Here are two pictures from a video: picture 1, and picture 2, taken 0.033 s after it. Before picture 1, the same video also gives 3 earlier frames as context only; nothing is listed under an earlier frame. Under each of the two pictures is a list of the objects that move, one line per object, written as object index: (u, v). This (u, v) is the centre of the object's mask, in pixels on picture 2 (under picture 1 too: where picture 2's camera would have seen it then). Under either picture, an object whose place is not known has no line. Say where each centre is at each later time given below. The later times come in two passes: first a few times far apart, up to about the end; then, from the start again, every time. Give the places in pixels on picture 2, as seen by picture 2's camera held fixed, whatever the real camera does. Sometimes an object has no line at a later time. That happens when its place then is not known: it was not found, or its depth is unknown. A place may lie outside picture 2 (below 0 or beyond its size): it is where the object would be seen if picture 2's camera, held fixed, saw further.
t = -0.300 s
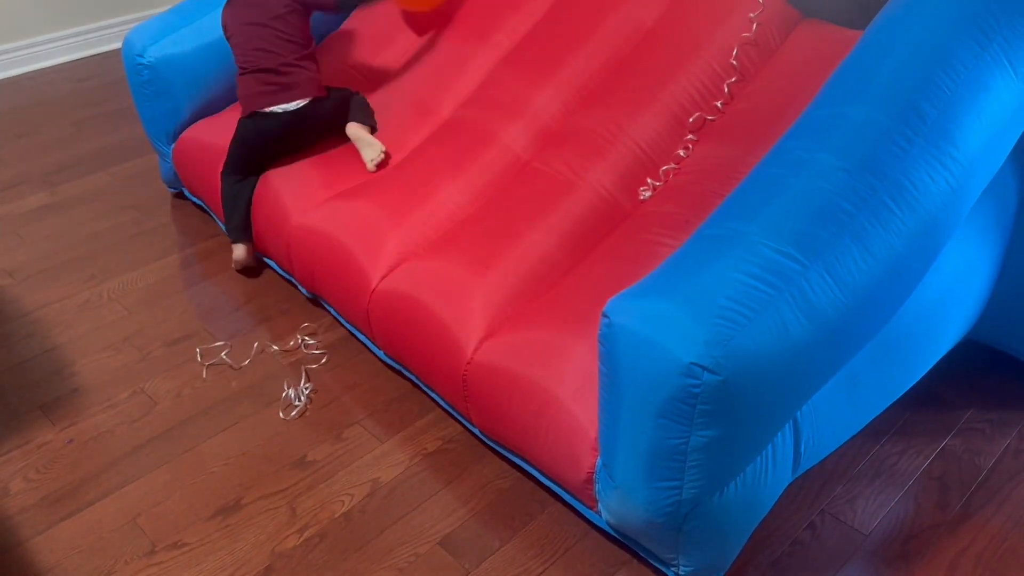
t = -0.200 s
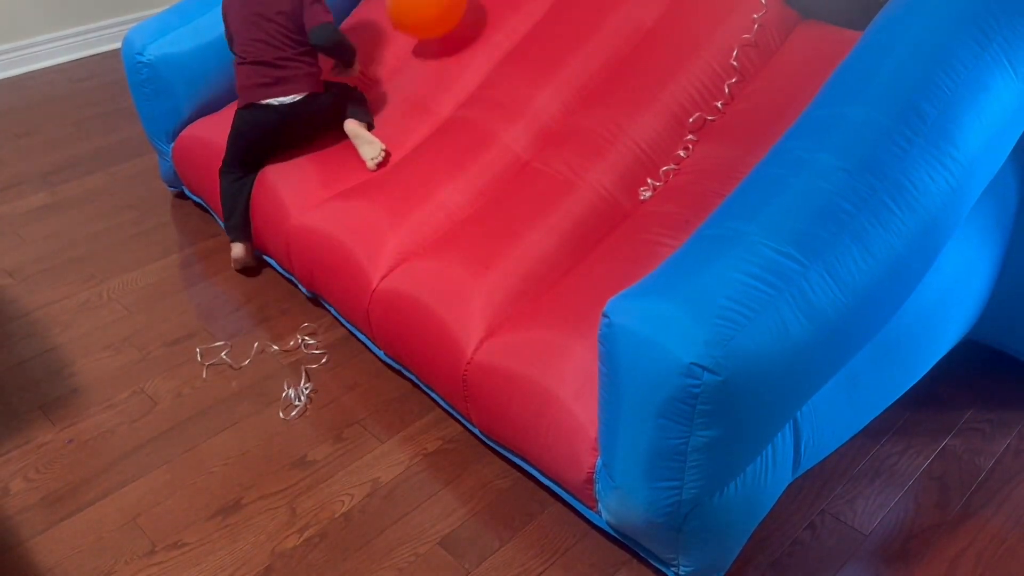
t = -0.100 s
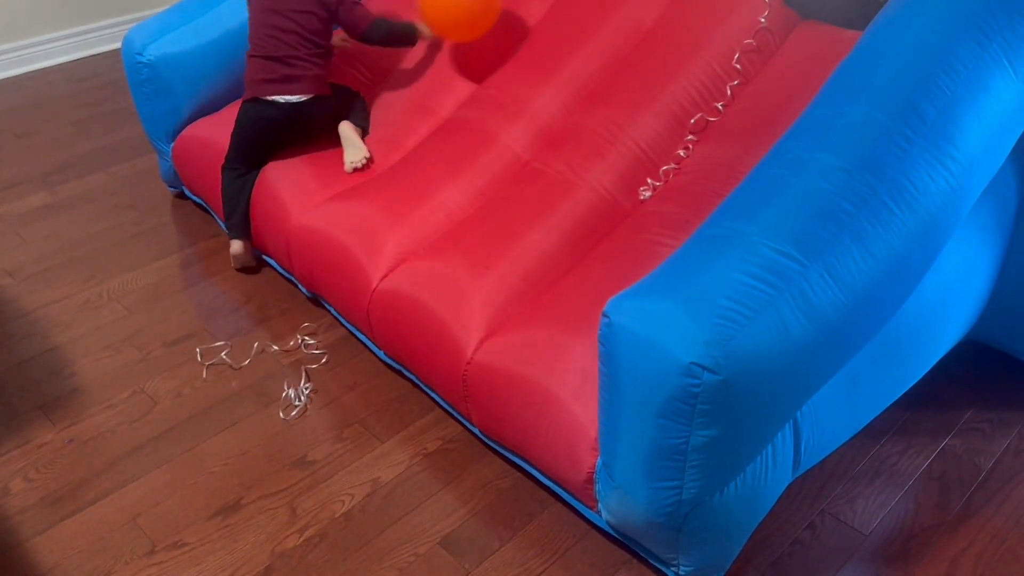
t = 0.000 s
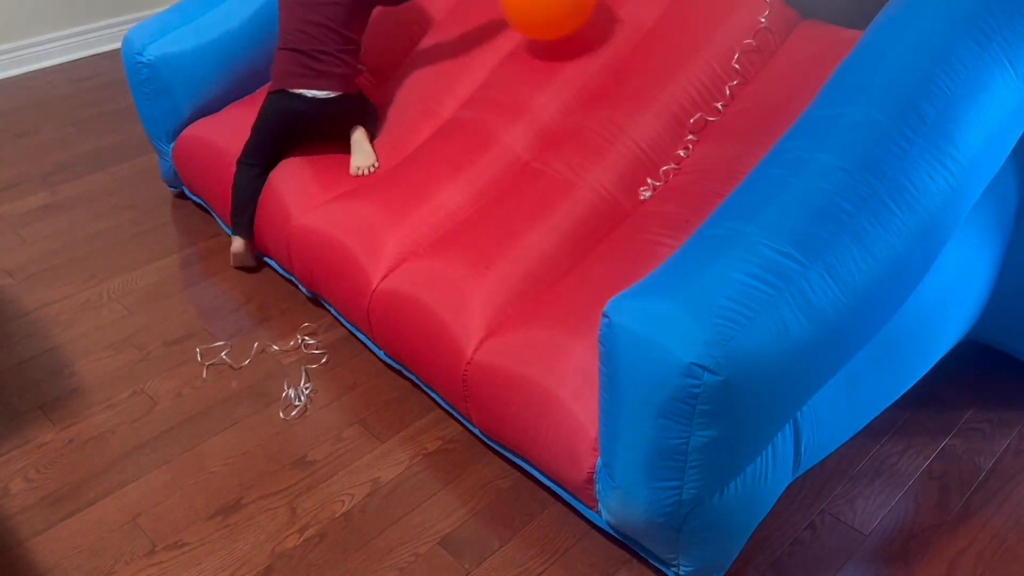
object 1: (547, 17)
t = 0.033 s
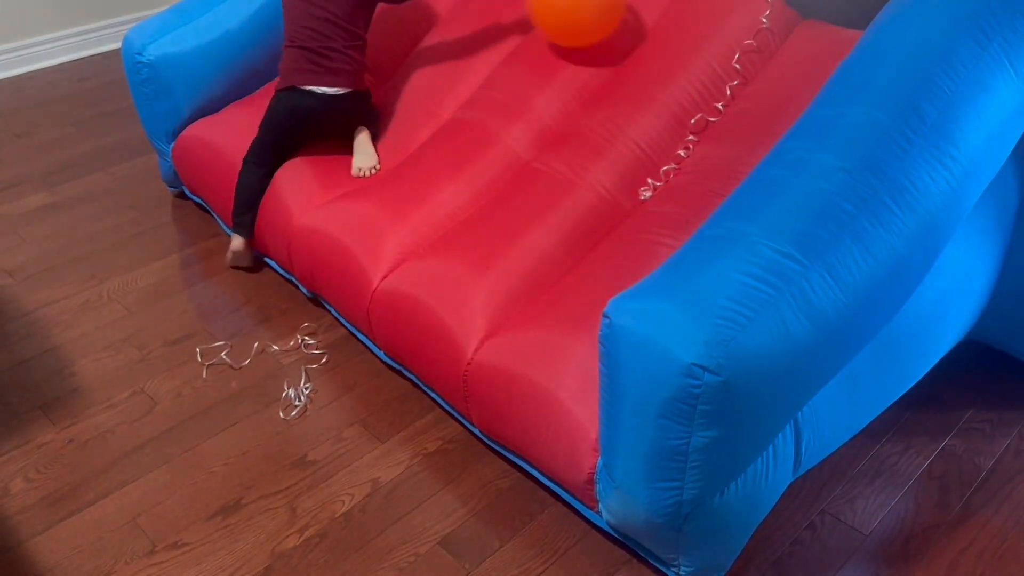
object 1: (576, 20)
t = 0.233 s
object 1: (662, 16)
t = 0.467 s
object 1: (681, 57)
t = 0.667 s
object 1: (658, 145)
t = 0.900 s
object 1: (559, 226)
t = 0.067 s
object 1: (599, 22)
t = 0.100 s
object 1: (618, 24)
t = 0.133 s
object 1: (634, 23)
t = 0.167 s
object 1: (644, 19)
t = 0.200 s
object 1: (653, 16)
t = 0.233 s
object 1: (662, 16)
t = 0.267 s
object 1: (669, 18)
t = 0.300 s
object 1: (676, 22)
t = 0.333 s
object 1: (681, 29)
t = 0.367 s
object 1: (684, 34)
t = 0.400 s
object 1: (683, 38)
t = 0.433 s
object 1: (682, 45)
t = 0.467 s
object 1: (681, 57)
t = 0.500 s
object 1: (678, 77)
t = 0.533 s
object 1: (679, 92)
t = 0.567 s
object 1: (682, 108)
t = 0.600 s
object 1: (679, 121)
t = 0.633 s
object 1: (668, 131)
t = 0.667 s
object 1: (658, 145)
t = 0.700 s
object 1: (645, 158)
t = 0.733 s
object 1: (627, 167)
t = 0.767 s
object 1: (610, 177)
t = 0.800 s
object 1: (596, 189)
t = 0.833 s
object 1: (582, 203)
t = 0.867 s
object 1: (570, 216)
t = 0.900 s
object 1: (559, 226)
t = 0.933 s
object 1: (549, 238)
